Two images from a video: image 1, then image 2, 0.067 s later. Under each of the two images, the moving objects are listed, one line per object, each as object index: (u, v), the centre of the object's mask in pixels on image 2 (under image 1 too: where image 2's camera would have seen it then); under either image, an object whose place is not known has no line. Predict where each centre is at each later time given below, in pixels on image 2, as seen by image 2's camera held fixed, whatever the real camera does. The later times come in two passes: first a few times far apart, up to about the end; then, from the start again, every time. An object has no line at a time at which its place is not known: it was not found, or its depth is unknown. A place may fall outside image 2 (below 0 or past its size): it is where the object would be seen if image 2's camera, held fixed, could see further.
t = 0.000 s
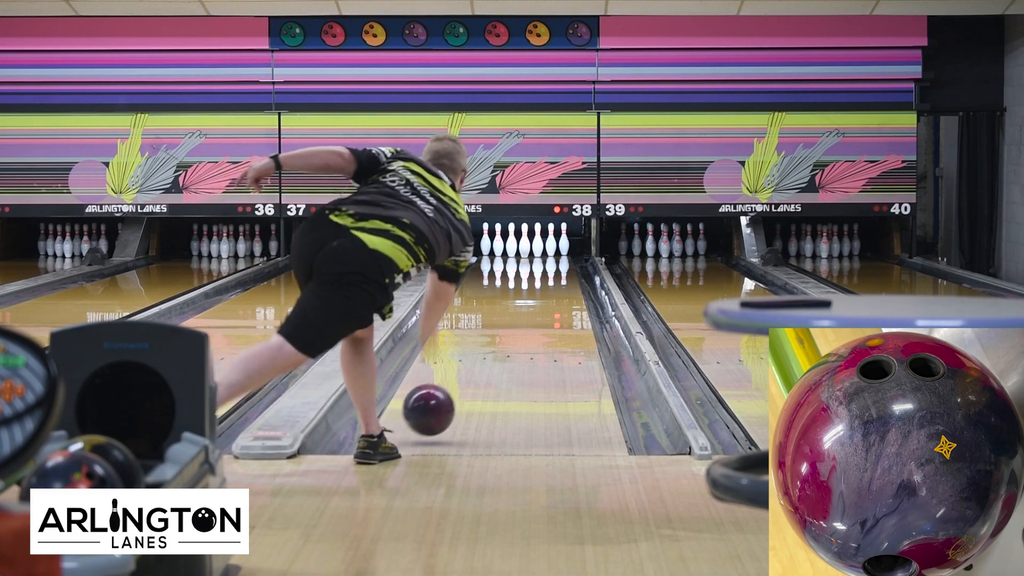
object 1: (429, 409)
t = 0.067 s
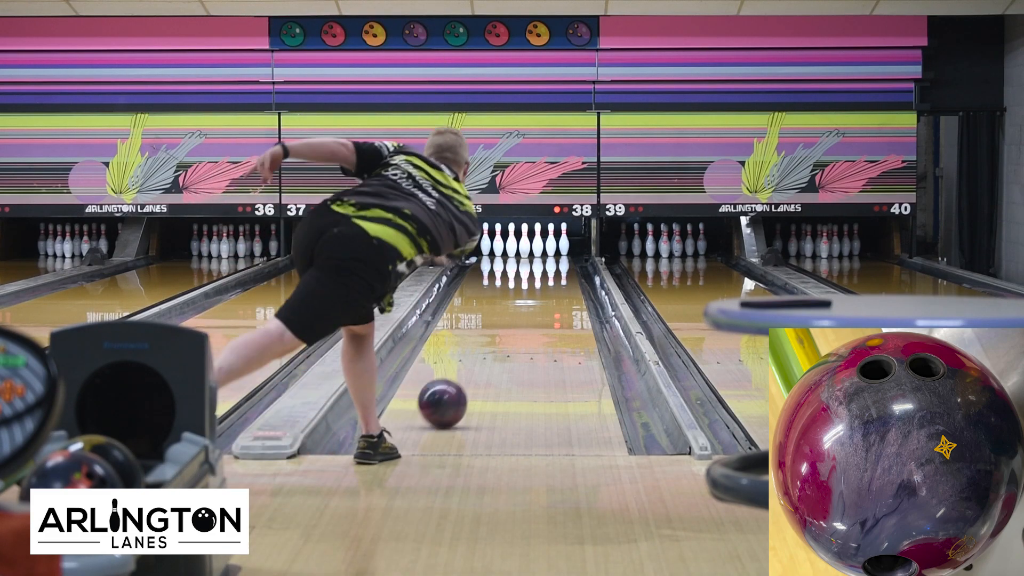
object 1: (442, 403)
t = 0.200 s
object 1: (466, 380)
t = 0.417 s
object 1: (495, 350)
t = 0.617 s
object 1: (516, 328)
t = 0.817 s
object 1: (531, 312)
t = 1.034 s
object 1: (543, 297)
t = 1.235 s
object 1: (552, 285)
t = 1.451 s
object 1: (556, 275)
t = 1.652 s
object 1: (556, 267)
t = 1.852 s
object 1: (552, 260)
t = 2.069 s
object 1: (543, 254)
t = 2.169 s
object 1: (537, 252)
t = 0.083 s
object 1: (446, 399)
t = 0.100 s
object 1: (449, 397)
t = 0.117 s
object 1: (452, 394)
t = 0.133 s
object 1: (455, 391)
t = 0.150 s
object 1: (458, 388)
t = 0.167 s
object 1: (460, 385)
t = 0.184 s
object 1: (463, 382)
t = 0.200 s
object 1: (466, 380)
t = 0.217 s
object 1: (468, 377)
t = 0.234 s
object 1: (471, 375)
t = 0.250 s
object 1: (473, 372)
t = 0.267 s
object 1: (476, 370)
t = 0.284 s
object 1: (478, 367)
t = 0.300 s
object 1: (480, 365)
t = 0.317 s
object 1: (483, 363)
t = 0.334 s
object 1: (485, 360)
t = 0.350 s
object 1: (487, 358)
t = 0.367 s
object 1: (489, 356)
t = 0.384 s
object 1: (491, 354)
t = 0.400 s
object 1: (493, 352)
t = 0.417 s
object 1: (495, 350)
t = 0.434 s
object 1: (497, 348)
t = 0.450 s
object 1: (499, 346)
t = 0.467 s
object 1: (501, 344)
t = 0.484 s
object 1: (502, 342)
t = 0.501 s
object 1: (504, 341)
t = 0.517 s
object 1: (506, 339)
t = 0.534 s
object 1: (507, 337)
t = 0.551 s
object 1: (510, 336)
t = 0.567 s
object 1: (512, 335)
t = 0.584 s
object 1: (514, 333)
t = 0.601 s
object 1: (515, 330)
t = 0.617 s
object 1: (516, 328)
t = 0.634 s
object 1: (517, 327)
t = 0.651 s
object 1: (518, 325)
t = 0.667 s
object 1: (519, 324)
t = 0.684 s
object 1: (521, 323)
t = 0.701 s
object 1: (522, 321)
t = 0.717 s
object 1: (523, 320)
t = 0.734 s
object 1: (524, 318)
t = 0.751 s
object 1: (526, 317)
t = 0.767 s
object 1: (527, 315)
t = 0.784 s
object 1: (528, 314)
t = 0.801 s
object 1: (529, 313)
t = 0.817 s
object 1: (531, 312)
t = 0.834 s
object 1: (532, 311)
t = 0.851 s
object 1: (533, 309)
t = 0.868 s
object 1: (534, 308)
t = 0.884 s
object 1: (535, 307)
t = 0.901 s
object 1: (536, 306)
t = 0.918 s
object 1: (537, 305)
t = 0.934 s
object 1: (538, 304)
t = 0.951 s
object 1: (539, 303)
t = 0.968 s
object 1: (540, 302)
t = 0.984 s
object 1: (541, 300)
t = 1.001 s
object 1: (542, 299)
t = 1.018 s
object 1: (543, 298)
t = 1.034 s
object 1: (543, 297)
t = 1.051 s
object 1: (544, 296)
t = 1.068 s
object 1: (545, 295)
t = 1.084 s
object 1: (546, 294)
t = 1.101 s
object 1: (547, 293)
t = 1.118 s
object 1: (547, 292)
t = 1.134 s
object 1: (548, 291)
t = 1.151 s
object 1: (549, 290)
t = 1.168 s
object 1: (549, 289)
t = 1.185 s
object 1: (550, 288)
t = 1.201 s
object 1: (551, 287)
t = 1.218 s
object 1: (551, 286)
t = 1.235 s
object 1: (552, 285)
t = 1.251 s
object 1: (553, 284)
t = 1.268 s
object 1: (553, 283)
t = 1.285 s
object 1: (553, 282)
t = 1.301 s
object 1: (554, 281)
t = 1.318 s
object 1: (554, 281)
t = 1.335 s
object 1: (555, 280)
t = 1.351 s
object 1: (555, 279)
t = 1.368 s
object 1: (555, 278)
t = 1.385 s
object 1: (556, 278)
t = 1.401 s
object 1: (556, 277)
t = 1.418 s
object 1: (556, 276)
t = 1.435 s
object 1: (556, 275)
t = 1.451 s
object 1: (556, 275)
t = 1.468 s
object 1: (557, 274)
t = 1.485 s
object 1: (556, 273)
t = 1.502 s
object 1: (556, 272)
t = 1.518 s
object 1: (557, 272)
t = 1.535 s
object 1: (556, 271)
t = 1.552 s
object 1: (557, 270)
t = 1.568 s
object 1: (557, 270)
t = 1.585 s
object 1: (557, 269)
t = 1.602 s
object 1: (557, 268)
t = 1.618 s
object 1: (556, 268)
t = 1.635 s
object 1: (556, 267)
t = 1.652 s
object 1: (556, 267)
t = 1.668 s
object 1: (556, 266)
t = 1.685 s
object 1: (556, 265)
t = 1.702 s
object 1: (556, 265)
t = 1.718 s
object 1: (556, 264)
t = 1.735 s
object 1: (555, 264)
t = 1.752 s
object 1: (555, 263)
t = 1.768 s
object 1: (555, 263)
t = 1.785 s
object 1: (554, 262)
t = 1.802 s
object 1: (554, 261)
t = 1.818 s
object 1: (553, 261)
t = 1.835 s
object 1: (553, 260)
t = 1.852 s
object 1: (552, 260)
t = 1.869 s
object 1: (552, 259)
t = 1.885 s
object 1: (551, 259)
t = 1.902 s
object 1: (551, 258)
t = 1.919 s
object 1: (550, 258)
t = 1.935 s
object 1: (550, 258)
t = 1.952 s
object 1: (549, 257)
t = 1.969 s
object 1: (548, 256)
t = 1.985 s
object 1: (547, 256)
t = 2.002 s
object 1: (546, 256)
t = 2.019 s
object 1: (546, 255)
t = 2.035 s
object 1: (545, 255)
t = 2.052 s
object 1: (544, 254)
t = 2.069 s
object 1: (543, 254)
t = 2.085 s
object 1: (542, 254)
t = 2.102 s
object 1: (541, 253)
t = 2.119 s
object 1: (540, 253)
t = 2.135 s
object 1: (539, 252)
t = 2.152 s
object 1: (538, 252)
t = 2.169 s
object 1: (537, 252)
